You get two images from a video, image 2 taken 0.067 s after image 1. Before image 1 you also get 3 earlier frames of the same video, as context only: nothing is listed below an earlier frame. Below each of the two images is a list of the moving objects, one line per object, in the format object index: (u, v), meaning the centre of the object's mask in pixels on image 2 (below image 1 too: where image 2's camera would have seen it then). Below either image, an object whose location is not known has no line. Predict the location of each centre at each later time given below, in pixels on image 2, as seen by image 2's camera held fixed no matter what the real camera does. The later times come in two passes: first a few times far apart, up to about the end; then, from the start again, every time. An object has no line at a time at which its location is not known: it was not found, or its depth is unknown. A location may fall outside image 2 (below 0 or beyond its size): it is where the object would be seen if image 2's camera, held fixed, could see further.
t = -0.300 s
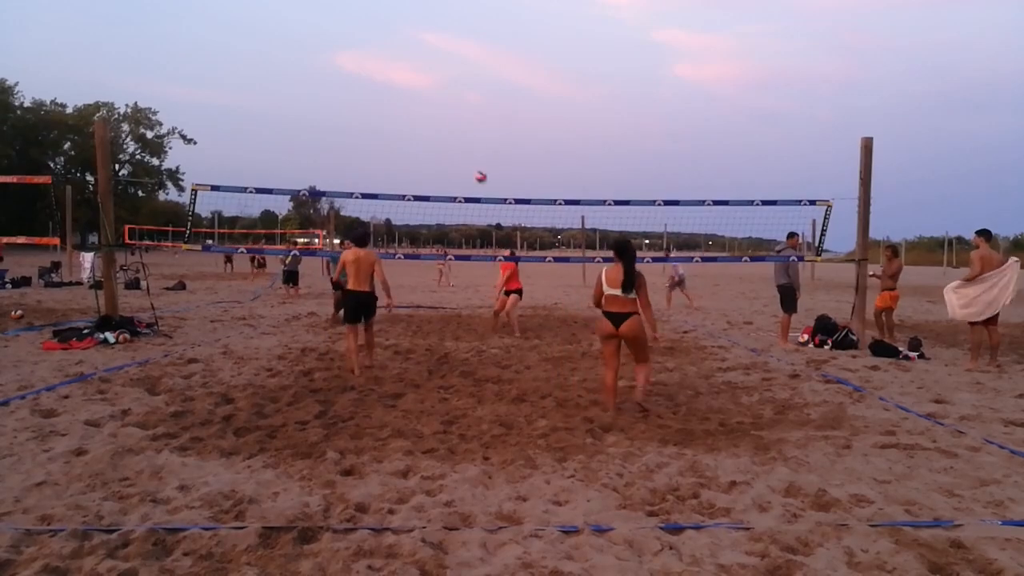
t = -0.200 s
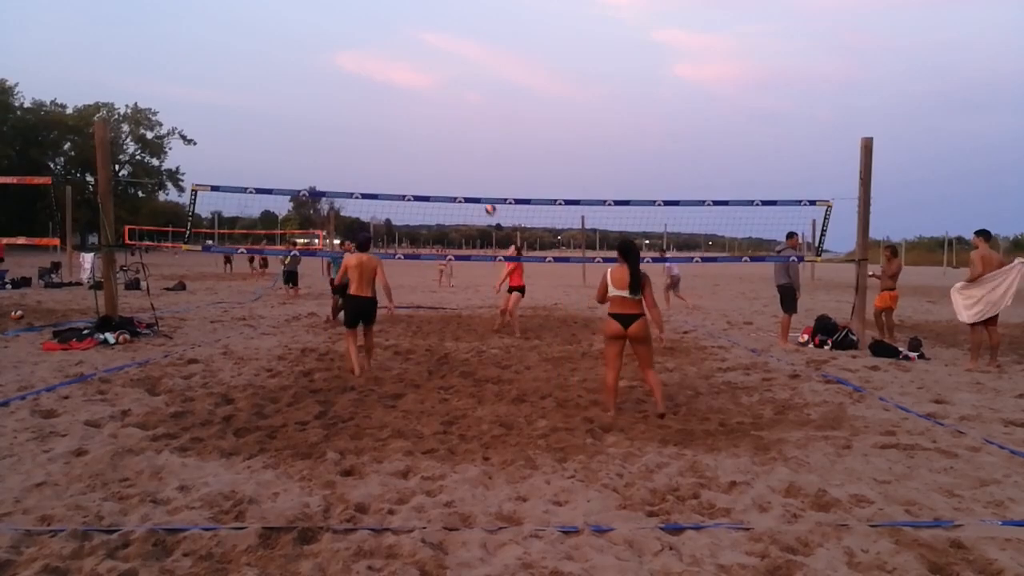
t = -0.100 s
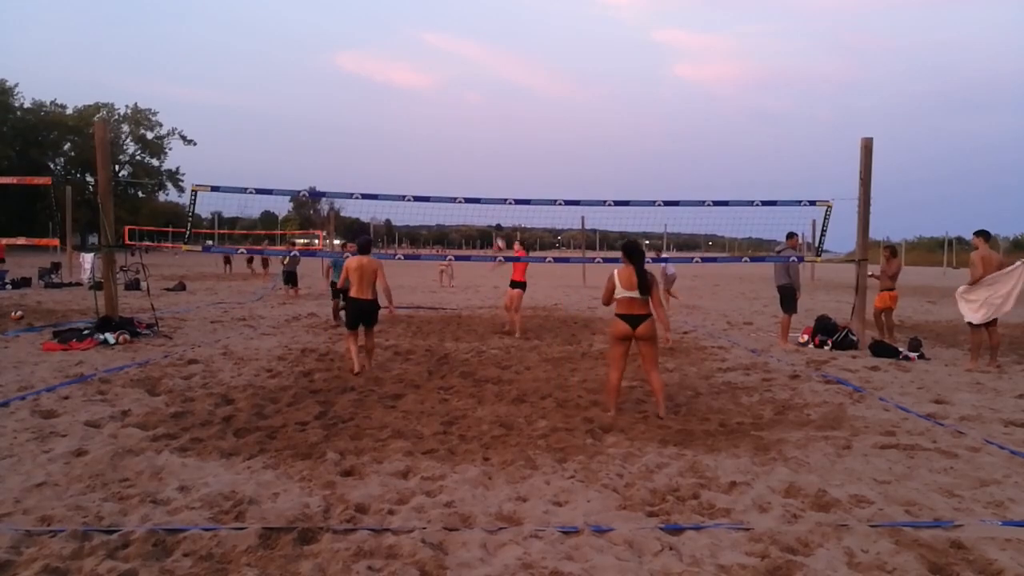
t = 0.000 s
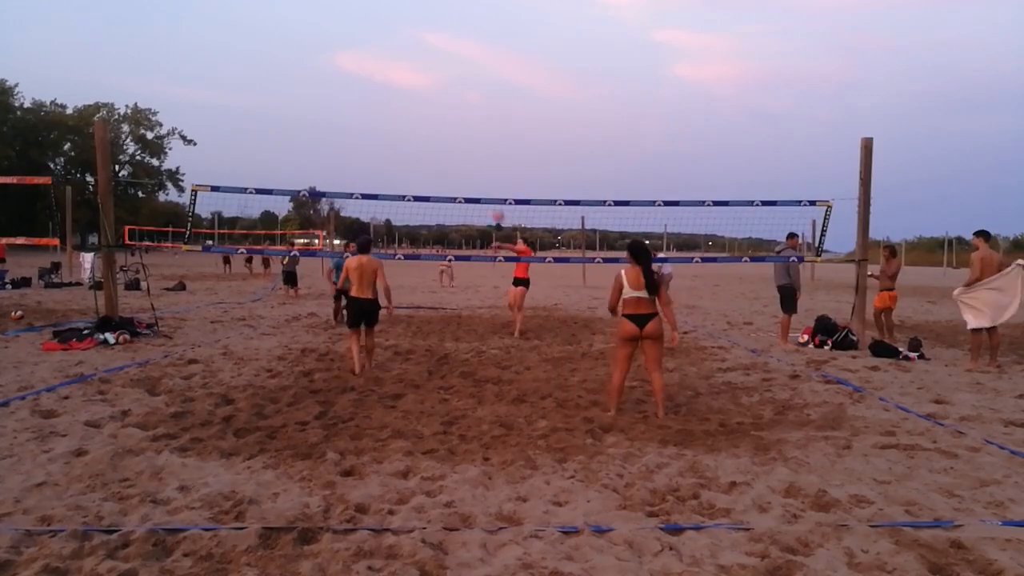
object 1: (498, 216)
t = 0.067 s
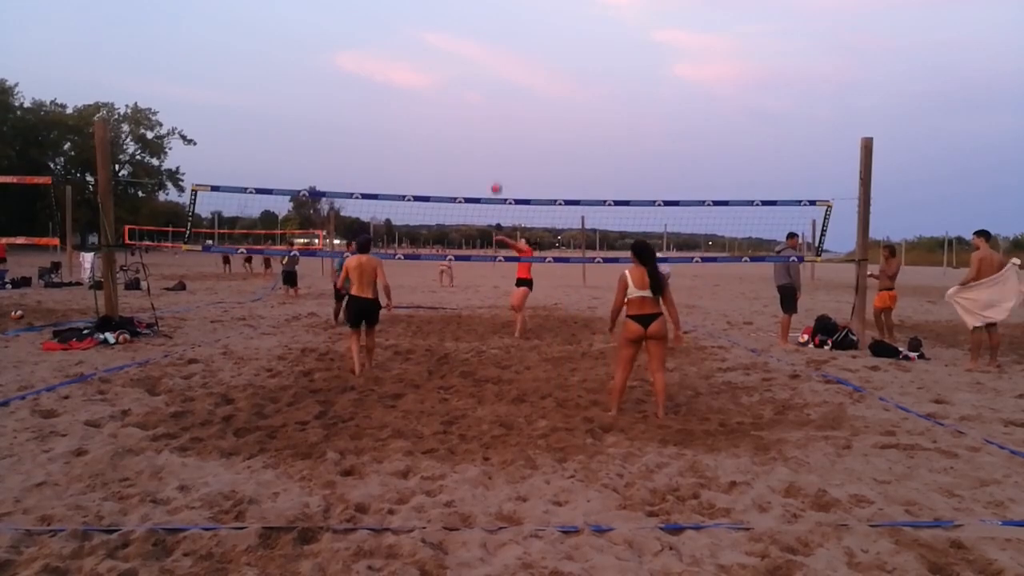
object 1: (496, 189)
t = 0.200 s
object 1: (492, 139)
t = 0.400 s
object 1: (485, 85)
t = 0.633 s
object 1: (478, 51)
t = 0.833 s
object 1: (472, 47)
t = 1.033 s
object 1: (466, 64)
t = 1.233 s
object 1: (460, 103)
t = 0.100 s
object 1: (495, 175)
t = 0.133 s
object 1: (494, 162)
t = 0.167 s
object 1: (493, 150)
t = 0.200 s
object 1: (492, 139)
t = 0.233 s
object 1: (491, 129)
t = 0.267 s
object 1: (490, 118)
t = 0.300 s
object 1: (489, 109)
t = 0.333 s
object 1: (488, 101)
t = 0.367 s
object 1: (486, 93)
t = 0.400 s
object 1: (485, 85)
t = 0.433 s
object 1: (484, 78)
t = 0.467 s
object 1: (483, 72)
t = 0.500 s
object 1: (482, 67)
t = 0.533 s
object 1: (481, 62)
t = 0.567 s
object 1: (480, 58)
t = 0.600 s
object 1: (479, 54)
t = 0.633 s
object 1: (478, 51)
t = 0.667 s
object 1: (477, 49)
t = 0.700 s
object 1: (476, 47)
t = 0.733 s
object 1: (475, 46)
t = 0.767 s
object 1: (474, 46)
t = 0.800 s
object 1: (473, 46)
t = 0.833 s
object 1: (472, 47)
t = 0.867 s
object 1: (471, 48)
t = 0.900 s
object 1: (470, 50)
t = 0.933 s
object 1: (469, 52)
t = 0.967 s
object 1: (468, 56)
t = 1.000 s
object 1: (467, 60)
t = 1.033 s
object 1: (466, 64)
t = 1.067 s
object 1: (465, 69)
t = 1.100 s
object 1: (464, 75)
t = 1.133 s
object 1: (463, 81)
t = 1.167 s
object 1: (462, 88)
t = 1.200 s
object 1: (461, 95)
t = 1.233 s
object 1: (460, 103)
